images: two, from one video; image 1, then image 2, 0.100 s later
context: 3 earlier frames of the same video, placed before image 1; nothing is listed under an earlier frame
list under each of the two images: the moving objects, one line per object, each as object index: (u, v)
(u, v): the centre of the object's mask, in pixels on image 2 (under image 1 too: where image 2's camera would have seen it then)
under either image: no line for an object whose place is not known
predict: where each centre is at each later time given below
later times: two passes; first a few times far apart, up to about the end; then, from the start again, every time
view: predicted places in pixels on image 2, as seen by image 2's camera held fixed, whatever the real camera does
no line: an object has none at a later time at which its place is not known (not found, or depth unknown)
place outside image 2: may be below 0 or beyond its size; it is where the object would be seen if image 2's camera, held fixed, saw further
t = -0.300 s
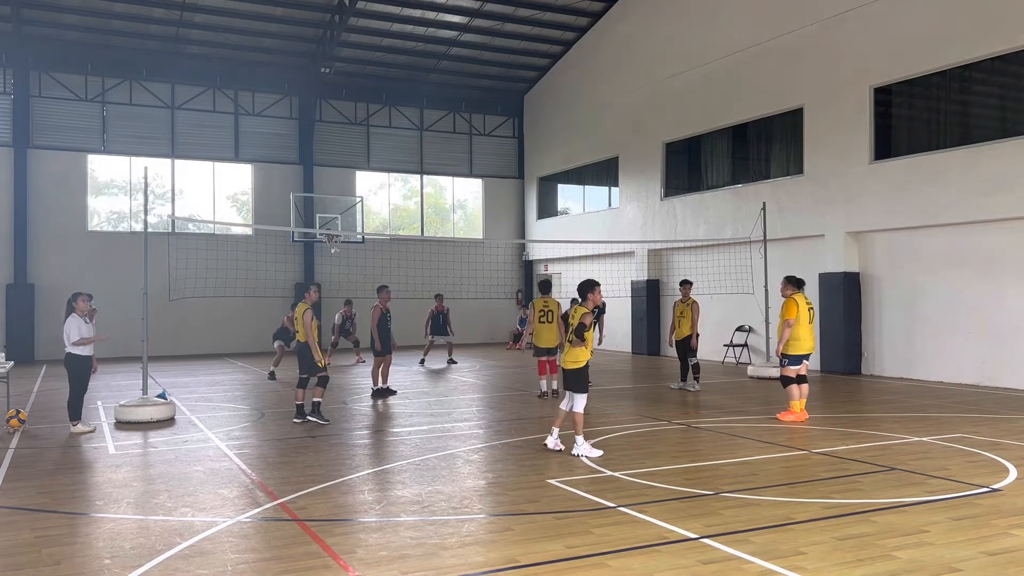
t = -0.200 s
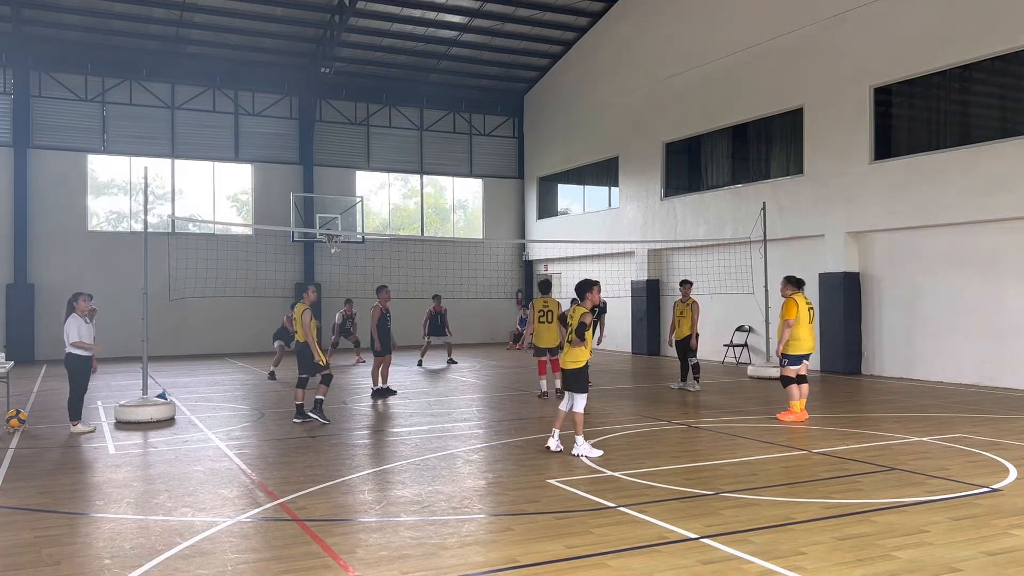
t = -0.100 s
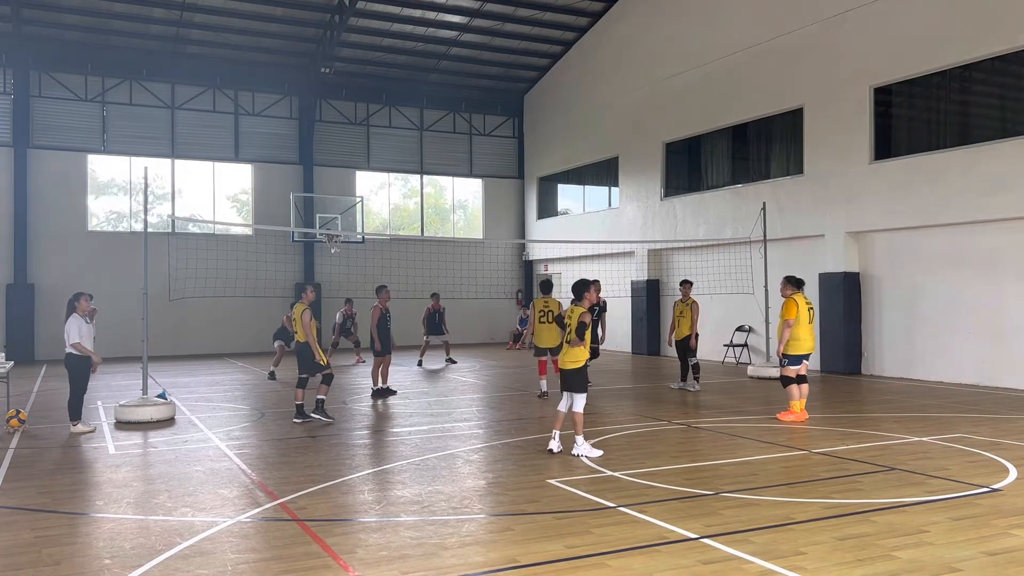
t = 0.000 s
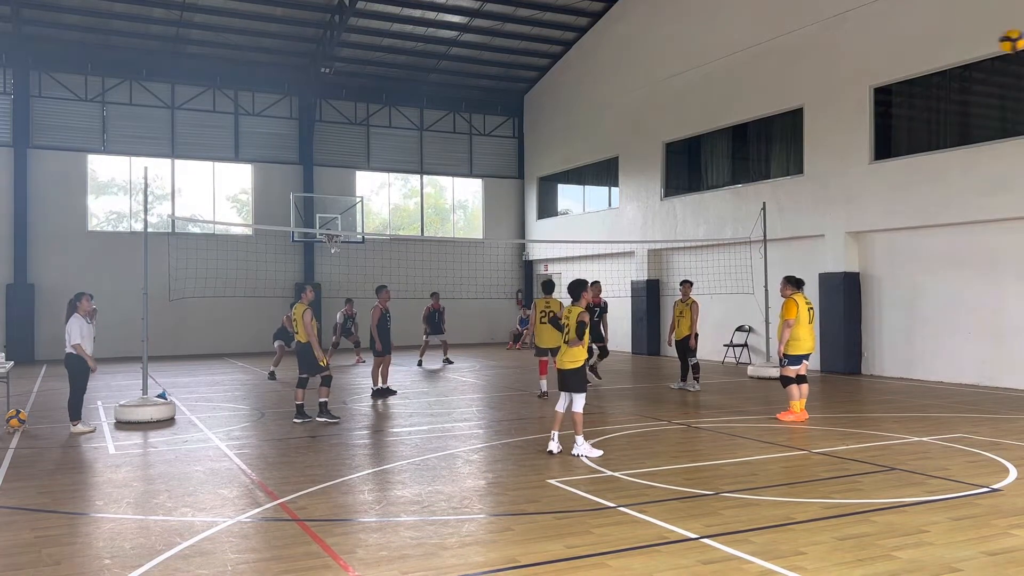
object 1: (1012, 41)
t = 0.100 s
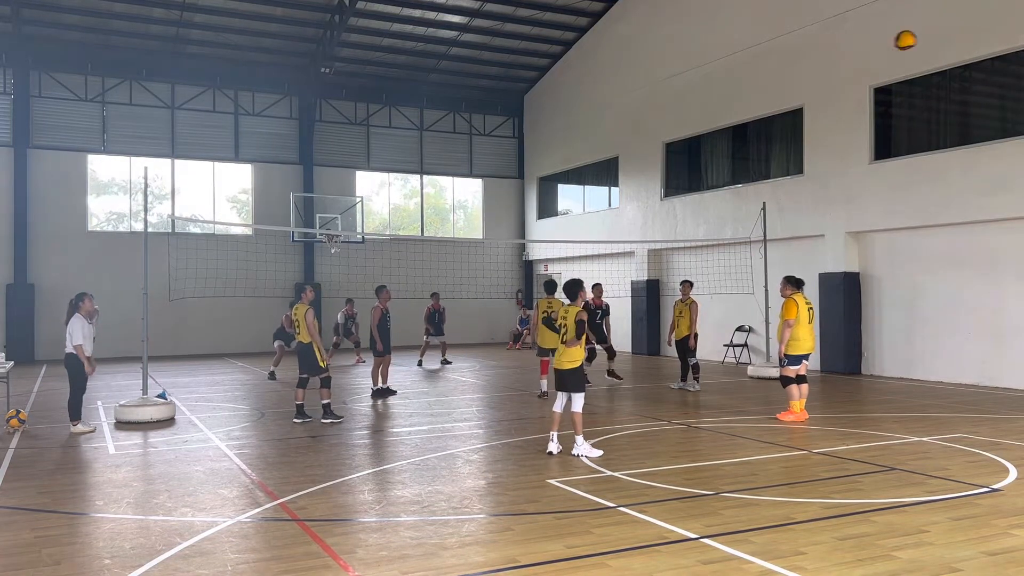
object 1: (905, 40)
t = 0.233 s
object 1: (797, 52)
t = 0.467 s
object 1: (664, 92)
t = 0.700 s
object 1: (574, 149)
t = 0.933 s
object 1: (511, 214)
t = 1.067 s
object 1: (483, 255)
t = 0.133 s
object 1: (874, 43)
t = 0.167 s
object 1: (847, 45)
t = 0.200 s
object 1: (821, 48)
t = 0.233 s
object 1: (797, 52)
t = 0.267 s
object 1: (775, 56)
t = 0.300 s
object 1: (754, 62)
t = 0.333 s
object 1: (734, 67)
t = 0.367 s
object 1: (714, 73)
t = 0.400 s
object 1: (697, 79)
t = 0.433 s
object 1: (680, 85)
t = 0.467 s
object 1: (664, 92)
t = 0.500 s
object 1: (649, 100)
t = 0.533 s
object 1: (635, 107)
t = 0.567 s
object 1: (621, 115)
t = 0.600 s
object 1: (608, 122)
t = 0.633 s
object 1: (597, 130)
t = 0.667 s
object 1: (585, 140)
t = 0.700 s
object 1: (574, 149)
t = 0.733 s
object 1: (564, 157)
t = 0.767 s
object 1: (554, 166)
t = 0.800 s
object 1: (544, 175)
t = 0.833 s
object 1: (535, 184)
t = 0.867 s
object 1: (527, 194)
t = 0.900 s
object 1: (518, 204)
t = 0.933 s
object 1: (511, 214)
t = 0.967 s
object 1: (504, 224)
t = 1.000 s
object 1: (497, 234)
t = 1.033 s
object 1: (490, 245)
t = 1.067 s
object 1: (483, 255)
